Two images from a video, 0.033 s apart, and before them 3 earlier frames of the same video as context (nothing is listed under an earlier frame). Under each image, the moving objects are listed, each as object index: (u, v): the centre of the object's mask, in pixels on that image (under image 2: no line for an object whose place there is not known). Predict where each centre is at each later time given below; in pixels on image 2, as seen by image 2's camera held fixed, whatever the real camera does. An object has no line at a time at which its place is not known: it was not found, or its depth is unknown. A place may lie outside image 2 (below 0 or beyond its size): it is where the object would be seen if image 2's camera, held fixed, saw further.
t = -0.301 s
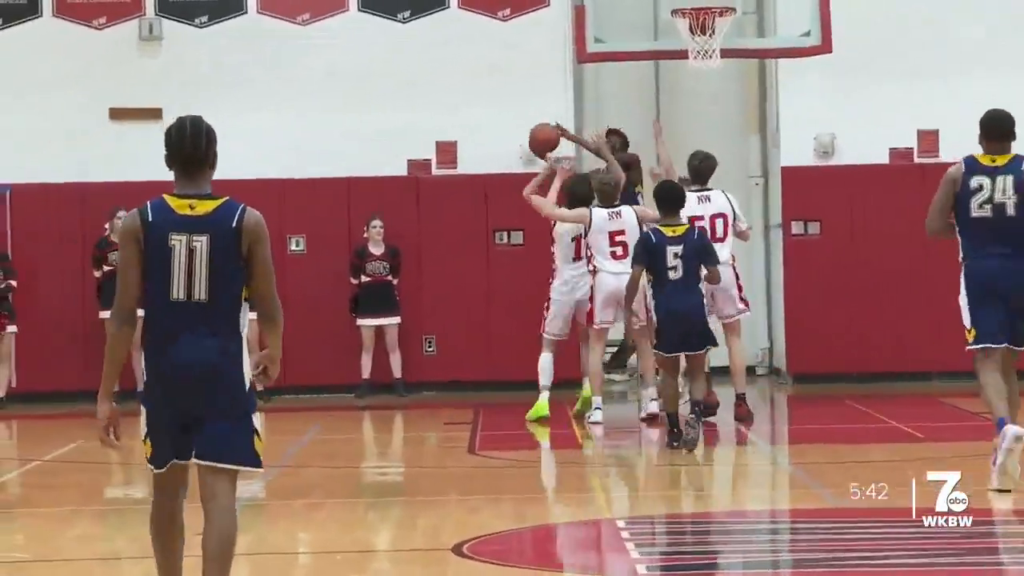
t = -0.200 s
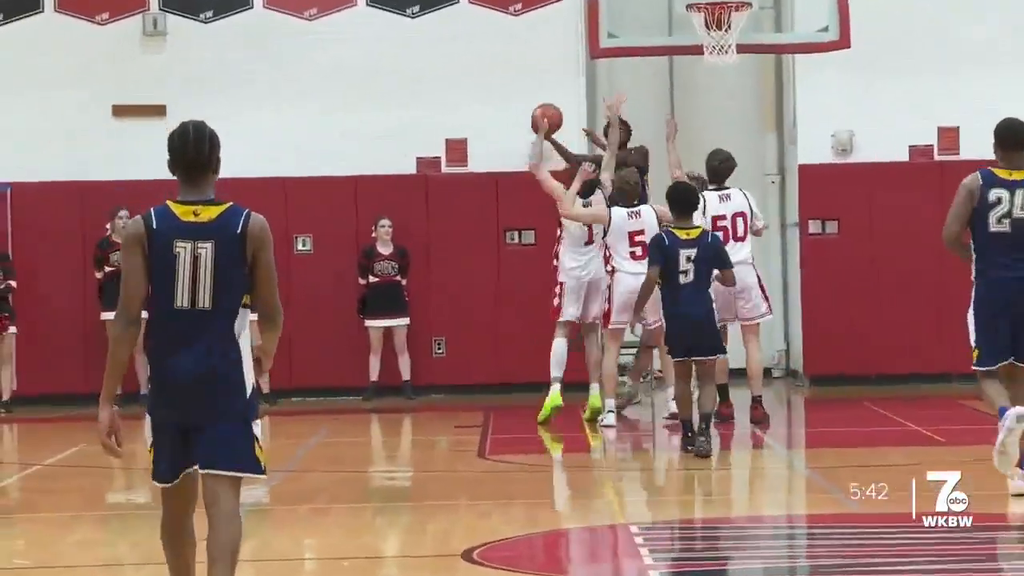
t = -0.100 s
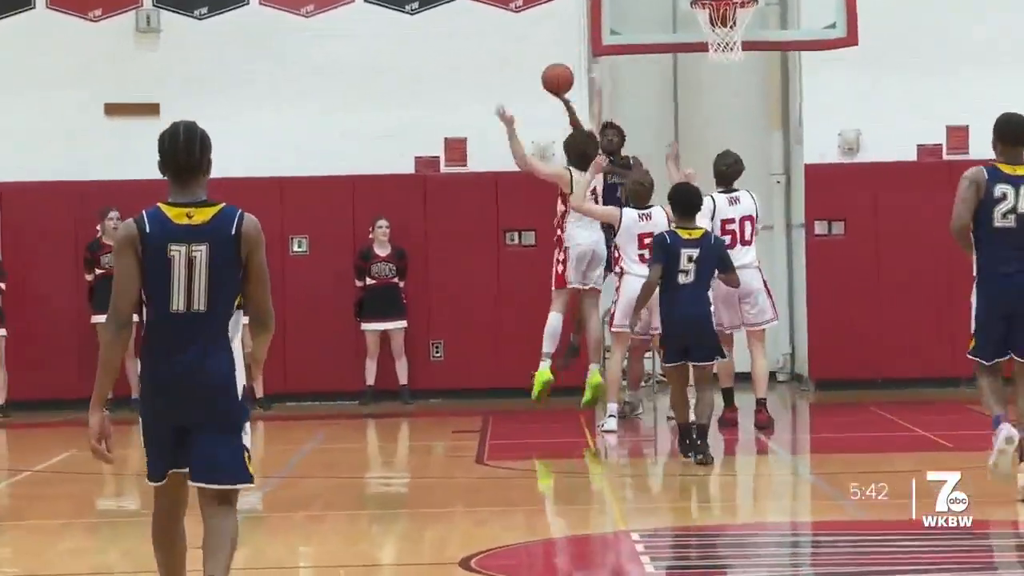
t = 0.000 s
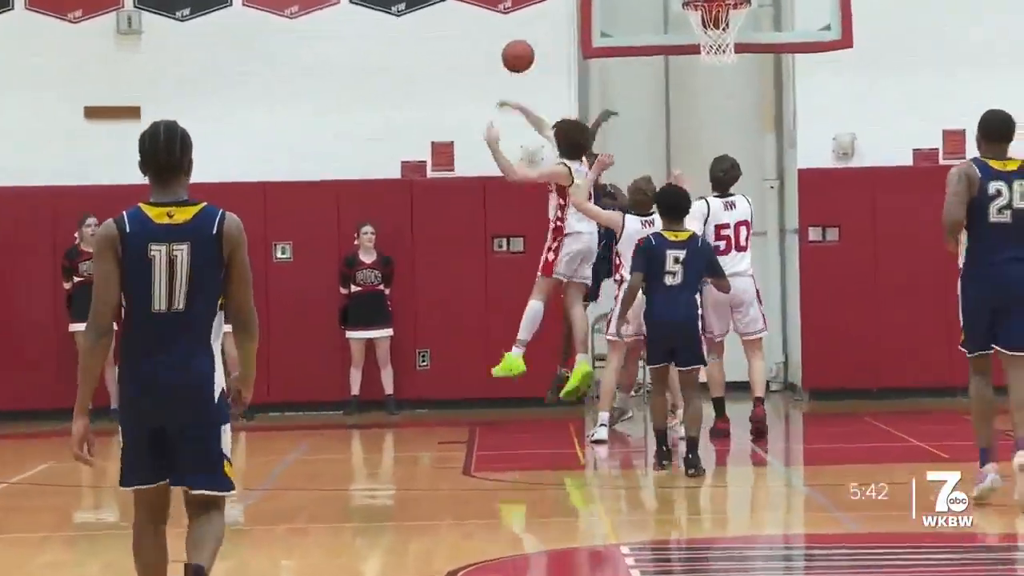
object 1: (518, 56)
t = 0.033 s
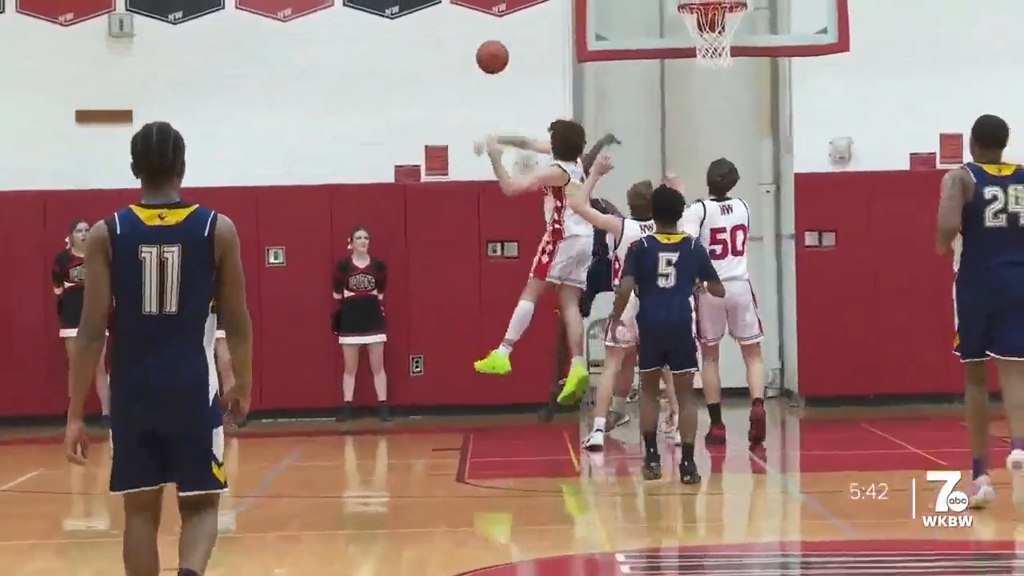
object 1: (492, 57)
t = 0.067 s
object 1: (472, 56)
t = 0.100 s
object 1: (452, 57)
